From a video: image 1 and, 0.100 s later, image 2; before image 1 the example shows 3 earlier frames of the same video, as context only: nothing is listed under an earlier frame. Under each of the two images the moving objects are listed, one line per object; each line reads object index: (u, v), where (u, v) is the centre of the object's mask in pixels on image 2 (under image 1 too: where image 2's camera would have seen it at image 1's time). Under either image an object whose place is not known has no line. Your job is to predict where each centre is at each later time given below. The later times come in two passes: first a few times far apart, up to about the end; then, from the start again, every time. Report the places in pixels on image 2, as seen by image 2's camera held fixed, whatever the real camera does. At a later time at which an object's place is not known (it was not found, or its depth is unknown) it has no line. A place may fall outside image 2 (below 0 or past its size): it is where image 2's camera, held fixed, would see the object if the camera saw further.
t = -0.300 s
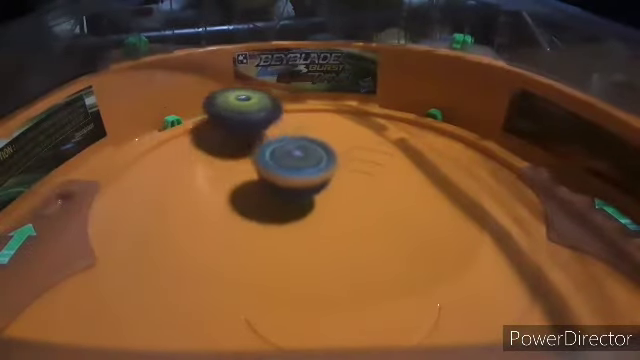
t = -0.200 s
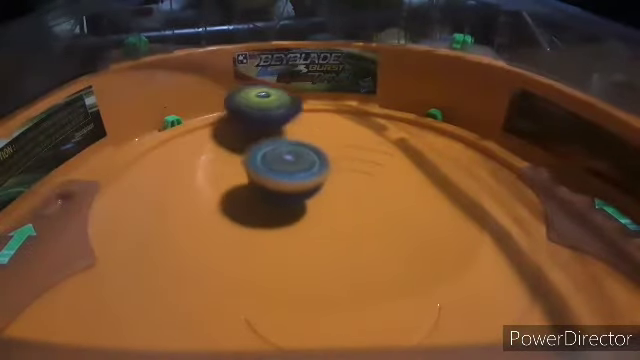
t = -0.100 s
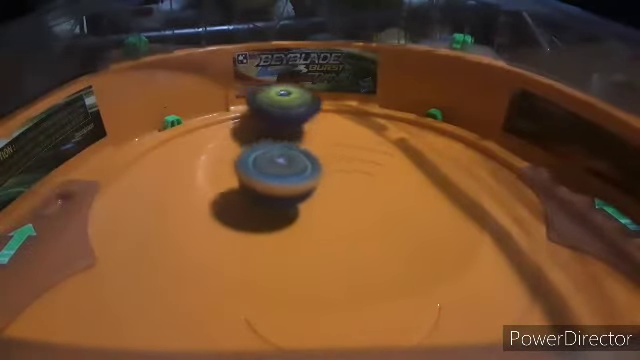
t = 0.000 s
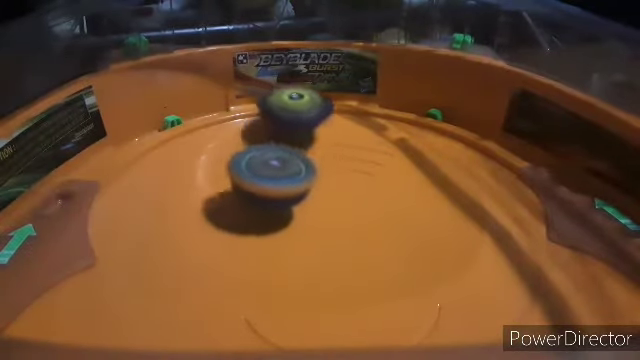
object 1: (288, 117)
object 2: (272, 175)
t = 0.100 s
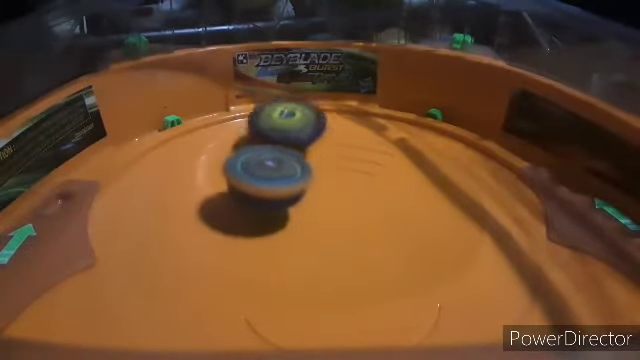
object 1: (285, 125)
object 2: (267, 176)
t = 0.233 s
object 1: (282, 141)
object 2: (271, 188)
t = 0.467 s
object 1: (337, 185)
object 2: (257, 212)
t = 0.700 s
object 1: (412, 184)
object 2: (267, 202)
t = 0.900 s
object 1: (413, 165)
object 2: (331, 189)
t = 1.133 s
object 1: (427, 116)
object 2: (210, 197)
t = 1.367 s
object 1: (383, 119)
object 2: (225, 164)
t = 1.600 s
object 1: (362, 118)
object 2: (218, 194)
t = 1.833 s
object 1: (323, 149)
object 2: (166, 196)
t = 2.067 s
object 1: (409, 200)
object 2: (185, 249)
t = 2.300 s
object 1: (509, 188)
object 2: (280, 291)
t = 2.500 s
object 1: (498, 202)
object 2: (361, 297)
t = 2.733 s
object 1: (491, 237)
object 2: (380, 282)
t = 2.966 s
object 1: (485, 141)
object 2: (142, 309)
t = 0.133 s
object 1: (284, 128)
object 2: (267, 177)
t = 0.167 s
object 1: (283, 133)
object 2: (268, 178)
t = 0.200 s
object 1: (282, 137)
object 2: (270, 183)
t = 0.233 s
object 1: (282, 141)
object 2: (271, 188)
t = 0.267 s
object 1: (285, 146)
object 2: (272, 193)
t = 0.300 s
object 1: (289, 152)
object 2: (271, 199)
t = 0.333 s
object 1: (296, 159)
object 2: (269, 204)
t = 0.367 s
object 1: (305, 166)
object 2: (268, 207)
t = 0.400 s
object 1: (316, 173)
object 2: (264, 210)
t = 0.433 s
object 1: (327, 180)
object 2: (260, 211)
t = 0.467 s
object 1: (337, 185)
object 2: (257, 212)
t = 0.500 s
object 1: (347, 189)
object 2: (253, 212)
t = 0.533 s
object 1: (358, 191)
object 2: (251, 212)
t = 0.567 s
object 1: (370, 192)
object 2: (251, 211)
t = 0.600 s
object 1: (382, 191)
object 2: (252, 209)
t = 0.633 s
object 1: (394, 190)
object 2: (256, 207)
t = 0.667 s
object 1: (404, 187)
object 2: (261, 205)
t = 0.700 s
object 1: (412, 184)
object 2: (267, 202)
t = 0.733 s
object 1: (419, 181)
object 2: (275, 200)
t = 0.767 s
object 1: (422, 178)
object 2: (286, 198)
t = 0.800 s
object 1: (424, 174)
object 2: (297, 195)
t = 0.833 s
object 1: (422, 171)
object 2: (308, 193)
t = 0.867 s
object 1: (417, 168)
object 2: (321, 191)
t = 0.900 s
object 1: (413, 165)
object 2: (331, 189)
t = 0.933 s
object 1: (421, 155)
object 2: (318, 197)
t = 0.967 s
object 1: (430, 141)
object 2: (296, 205)
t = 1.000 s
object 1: (436, 130)
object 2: (277, 209)
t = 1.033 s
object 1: (437, 125)
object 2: (257, 210)
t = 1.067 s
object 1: (436, 119)
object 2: (240, 208)
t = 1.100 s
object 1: (431, 117)
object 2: (223, 204)
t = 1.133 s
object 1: (427, 116)
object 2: (210, 197)
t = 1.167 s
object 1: (423, 114)
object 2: (201, 192)
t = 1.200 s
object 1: (420, 114)
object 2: (195, 188)
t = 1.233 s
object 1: (415, 113)
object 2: (194, 183)
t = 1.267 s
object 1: (411, 113)
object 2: (196, 178)
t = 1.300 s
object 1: (402, 114)
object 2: (204, 171)
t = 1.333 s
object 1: (392, 117)
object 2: (213, 168)
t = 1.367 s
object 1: (383, 119)
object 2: (225, 164)
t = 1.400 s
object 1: (369, 124)
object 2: (239, 162)
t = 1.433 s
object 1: (357, 127)
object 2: (252, 161)
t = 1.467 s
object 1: (343, 133)
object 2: (269, 158)
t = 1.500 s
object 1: (340, 142)
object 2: (270, 165)
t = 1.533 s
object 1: (354, 125)
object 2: (247, 180)
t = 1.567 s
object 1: (360, 119)
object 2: (232, 188)
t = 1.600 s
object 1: (362, 118)
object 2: (218, 194)
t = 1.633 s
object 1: (361, 116)
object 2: (205, 198)
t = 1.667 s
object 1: (356, 115)
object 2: (194, 200)
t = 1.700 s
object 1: (346, 116)
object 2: (183, 200)
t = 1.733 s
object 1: (338, 119)
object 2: (176, 199)
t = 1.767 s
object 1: (330, 126)
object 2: (171, 196)
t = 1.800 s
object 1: (325, 135)
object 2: (168, 196)
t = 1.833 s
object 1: (323, 149)
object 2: (166, 196)
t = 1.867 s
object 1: (327, 160)
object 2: (163, 202)
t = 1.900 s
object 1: (333, 170)
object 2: (162, 206)
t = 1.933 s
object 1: (343, 178)
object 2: (162, 213)
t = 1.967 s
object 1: (356, 186)
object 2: (164, 219)
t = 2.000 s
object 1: (370, 192)
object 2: (170, 231)
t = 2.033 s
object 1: (388, 196)
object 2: (177, 241)
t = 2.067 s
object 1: (409, 200)
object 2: (185, 249)
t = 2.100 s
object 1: (431, 200)
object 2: (196, 257)
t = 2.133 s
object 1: (450, 198)
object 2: (207, 265)
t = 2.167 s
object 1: (470, 195)
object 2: (220, 272)
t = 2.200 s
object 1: (482, 192)
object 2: (234, 279)
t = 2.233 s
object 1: (494, 188)
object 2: (248, 284)
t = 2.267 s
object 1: (502, 186)
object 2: (265, 286)
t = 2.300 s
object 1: (509, 188)
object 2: (280, 291)
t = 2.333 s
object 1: (511, 189)
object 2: (296, 294)
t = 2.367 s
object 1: (508, 188)
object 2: (311, 299)
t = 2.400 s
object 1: (506, 189)
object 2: (325, 300)
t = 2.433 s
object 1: (502, 192)
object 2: (338, 300)
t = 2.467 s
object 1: (500, 195)
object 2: (350, 298)
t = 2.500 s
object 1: (498, 202)
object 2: (361, 297)
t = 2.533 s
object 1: (495, 207)
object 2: (373, 295)
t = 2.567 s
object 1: (492, 212)
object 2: (382, 291)
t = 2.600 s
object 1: (486, 227)
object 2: (388, 286)
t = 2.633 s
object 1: (488, 232)
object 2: (389, 282)
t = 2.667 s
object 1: (488, 235)
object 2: (396, 277)
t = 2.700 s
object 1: (489, 230)
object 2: (400, 271)
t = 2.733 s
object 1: (491, 237)
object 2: (380, 282)
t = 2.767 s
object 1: (509, 219)
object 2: (335, 302)
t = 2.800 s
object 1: (518, 205)
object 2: (291, 306)
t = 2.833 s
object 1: (521, 184)
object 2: (253, 311)
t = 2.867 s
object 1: (516, 171)
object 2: (221, 315)
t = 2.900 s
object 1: (510, 161)
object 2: (193, 314)
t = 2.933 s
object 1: (499, 151)
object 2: (166, 312)
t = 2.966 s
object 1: (485, 141)
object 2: (142, 309)
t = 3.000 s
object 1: (470, 133)
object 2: (119, 299)
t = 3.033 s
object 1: (456, 127)
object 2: (98, 293)
